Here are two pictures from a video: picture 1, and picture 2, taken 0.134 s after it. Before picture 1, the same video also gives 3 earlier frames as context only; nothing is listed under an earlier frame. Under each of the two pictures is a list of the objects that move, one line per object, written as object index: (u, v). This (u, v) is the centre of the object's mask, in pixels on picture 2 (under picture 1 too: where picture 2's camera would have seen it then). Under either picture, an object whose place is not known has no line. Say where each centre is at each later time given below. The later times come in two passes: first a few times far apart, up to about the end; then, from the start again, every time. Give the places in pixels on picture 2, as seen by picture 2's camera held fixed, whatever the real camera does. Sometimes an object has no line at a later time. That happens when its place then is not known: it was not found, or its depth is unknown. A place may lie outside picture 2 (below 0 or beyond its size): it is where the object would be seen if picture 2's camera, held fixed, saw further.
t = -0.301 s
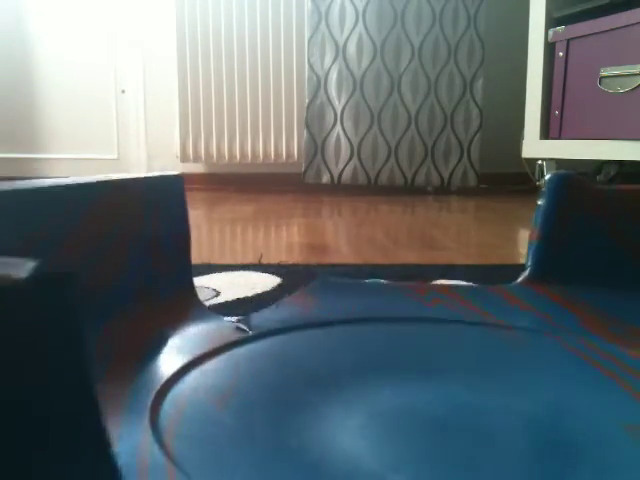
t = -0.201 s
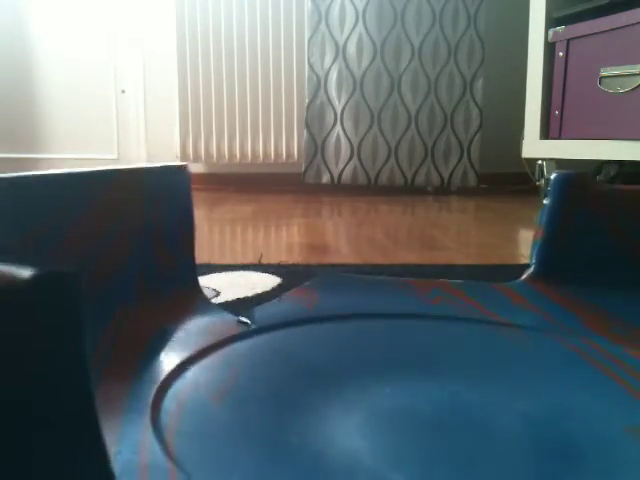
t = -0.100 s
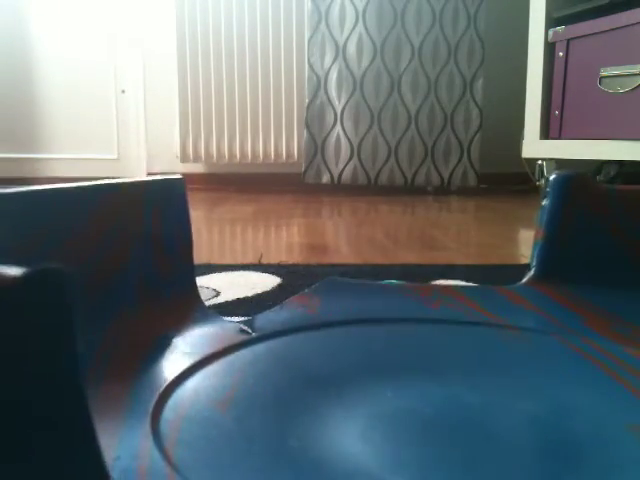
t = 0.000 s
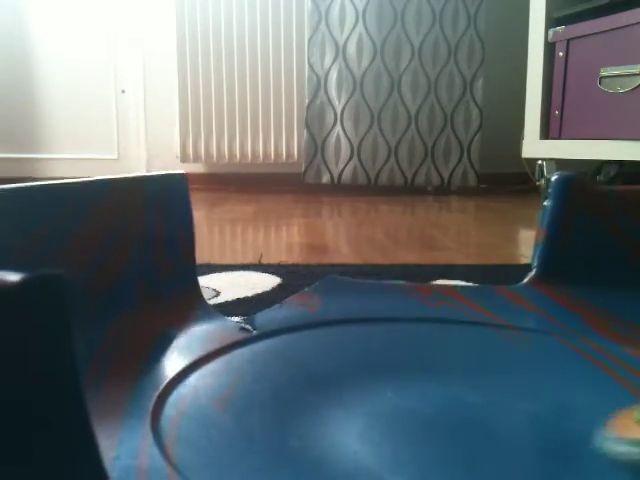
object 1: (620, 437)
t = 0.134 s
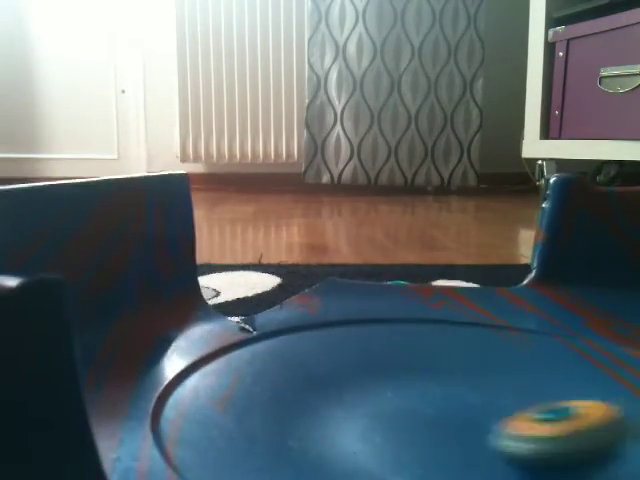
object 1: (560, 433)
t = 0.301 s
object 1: (459, 431)
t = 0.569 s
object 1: (375, 445)
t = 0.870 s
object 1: (389, 443)
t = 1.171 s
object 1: (316, 418)
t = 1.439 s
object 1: (314, 411)
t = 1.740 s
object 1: (320, 393)
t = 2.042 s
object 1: (341, 376)
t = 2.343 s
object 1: (375, 363)
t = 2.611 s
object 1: (417, 356)
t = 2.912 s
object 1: (467, 357)
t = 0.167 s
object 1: (536, 432)
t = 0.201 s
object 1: (515, 430)
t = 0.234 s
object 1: (496, 429)
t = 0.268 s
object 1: (477, 430)
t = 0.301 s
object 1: (459, 431)
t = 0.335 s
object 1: (442, 436)
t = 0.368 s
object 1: (426, 439)
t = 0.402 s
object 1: (410, 442)
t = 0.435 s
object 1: (396, 443)
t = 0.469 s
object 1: (386, 444)
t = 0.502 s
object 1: (379, 445)
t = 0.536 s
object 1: (375, 445)
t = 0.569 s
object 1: (375, 445)
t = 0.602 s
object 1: (376, 445)
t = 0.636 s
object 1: (377, 444)
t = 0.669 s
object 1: (380, 444)
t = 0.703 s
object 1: (383, 444)
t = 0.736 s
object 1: (386, 448)
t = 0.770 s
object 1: (389, 448)
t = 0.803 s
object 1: (390, 447)
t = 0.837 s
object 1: (390, 445)
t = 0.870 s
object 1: (389, 443)
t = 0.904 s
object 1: (384, 441)
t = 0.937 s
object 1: (378, 438)
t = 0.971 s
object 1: (370, 435)
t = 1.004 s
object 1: (361, 431)
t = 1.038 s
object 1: (351, 428)
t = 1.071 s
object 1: (341, 425)
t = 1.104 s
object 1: (331, 423)
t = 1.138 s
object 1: (323, 420)
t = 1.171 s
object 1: (316, 418)
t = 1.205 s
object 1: (311, 416)
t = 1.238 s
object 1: (308, 414)
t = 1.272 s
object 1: (306, 413)
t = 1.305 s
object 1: (306, 413)
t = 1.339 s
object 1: (307, 412)
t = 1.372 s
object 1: (309, 412)
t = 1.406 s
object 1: (312, 412)
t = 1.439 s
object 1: (314, 411)
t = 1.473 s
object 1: (316, 410)
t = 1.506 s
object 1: (318, 409)
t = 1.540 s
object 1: (319, 407)
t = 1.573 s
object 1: (321, 404)
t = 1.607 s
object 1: (320, 402)
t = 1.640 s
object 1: (319, 399)
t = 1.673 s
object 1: (319, 397)
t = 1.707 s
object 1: (319, 395)
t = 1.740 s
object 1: (320, 393)
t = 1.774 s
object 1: (321, 391)
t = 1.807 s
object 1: (322, 389)
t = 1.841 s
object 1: (325, 387)
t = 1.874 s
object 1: (328, 386)
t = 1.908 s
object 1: (331, 384)
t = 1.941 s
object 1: (333, 382)
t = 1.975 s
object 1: (336, 380)
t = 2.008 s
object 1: (339, 379)
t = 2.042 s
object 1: (341, 376)
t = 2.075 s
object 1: (344, 375)
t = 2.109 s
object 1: (346, 373)
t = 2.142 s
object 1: (350, 370)
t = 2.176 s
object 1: (353, 369)
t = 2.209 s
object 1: (357, 368)
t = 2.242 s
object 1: (361, 366)
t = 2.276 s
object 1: (366, 366)
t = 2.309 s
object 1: (371, 365)
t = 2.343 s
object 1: (375, 363)
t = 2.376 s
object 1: (380, 362)
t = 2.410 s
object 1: (385, 361)
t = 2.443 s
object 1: (391, 360)
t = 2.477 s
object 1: (396, 359)
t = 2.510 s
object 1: (401, 358)
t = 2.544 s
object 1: (406, 358)
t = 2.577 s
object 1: (411, 357)
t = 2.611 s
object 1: (417, 356)
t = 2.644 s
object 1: (422, 356)
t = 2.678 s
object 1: (427, 356)
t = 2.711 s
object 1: (433, 356)
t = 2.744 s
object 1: (439, 356)
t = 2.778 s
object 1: (444, 356)
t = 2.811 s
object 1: (451, 356)
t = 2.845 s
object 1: (456, 356)
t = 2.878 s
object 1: (462, 357)
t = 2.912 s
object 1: (467, 357)
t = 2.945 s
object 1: (473, 357)
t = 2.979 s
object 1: (479, 358)
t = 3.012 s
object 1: (484, 359)
